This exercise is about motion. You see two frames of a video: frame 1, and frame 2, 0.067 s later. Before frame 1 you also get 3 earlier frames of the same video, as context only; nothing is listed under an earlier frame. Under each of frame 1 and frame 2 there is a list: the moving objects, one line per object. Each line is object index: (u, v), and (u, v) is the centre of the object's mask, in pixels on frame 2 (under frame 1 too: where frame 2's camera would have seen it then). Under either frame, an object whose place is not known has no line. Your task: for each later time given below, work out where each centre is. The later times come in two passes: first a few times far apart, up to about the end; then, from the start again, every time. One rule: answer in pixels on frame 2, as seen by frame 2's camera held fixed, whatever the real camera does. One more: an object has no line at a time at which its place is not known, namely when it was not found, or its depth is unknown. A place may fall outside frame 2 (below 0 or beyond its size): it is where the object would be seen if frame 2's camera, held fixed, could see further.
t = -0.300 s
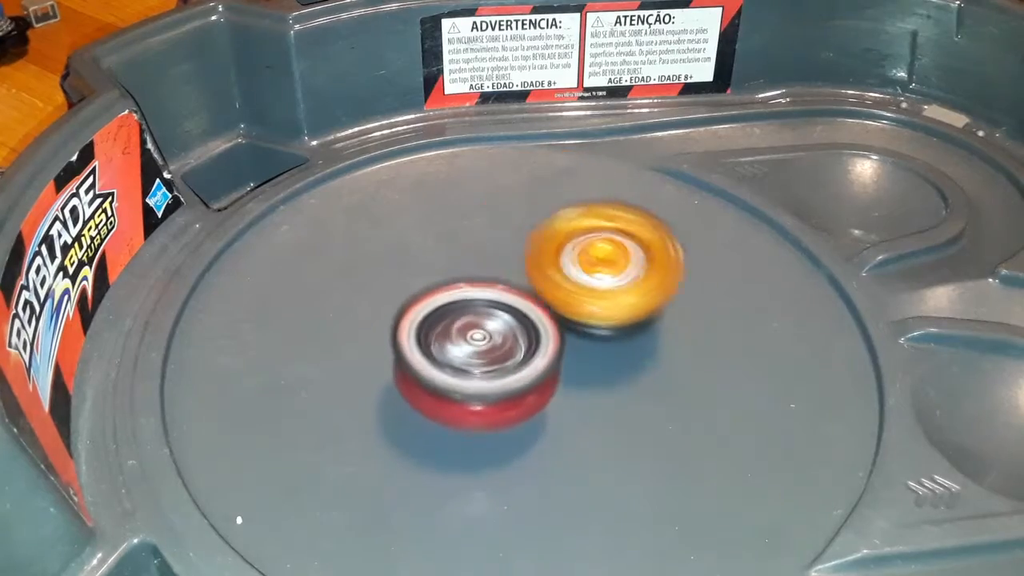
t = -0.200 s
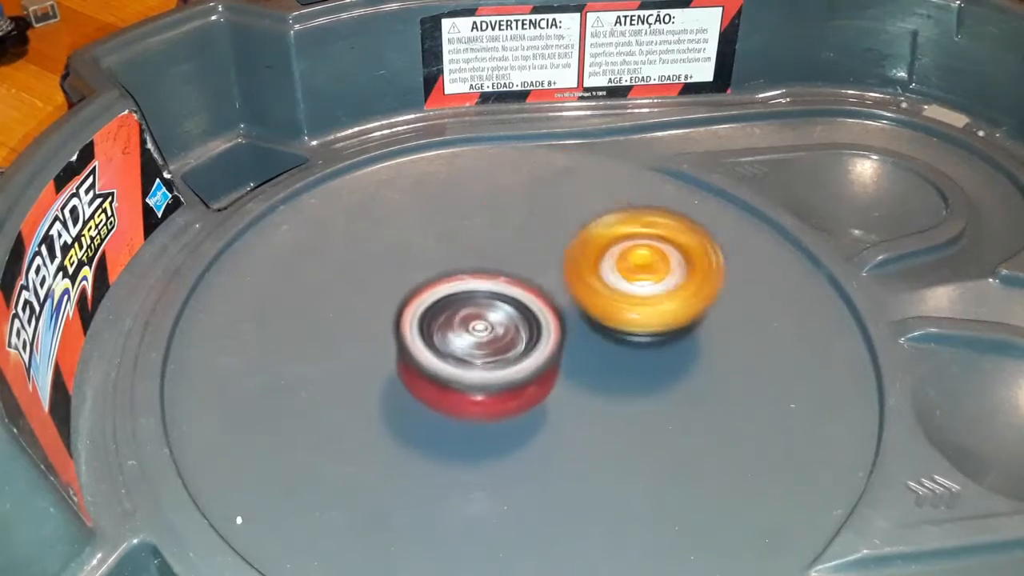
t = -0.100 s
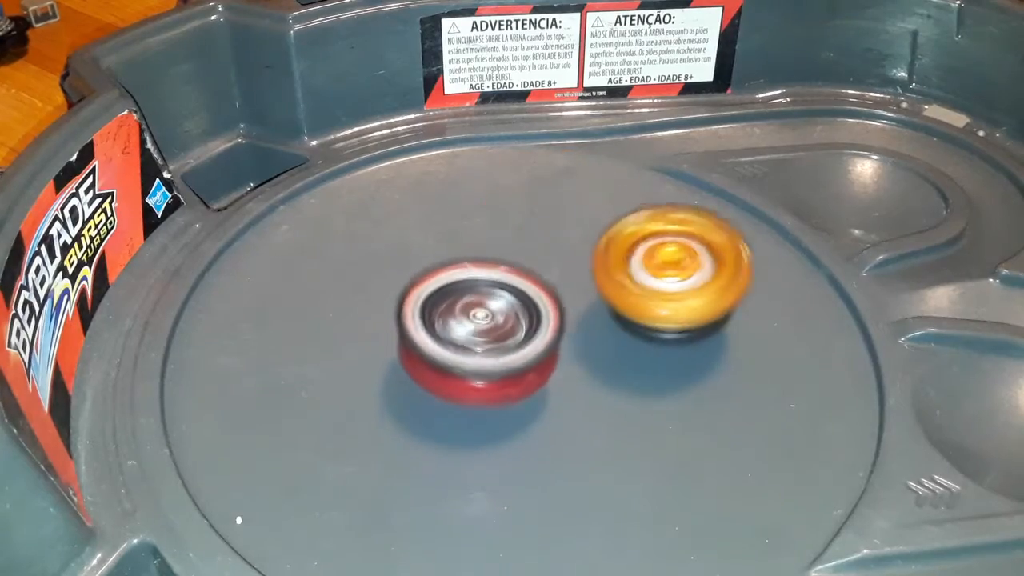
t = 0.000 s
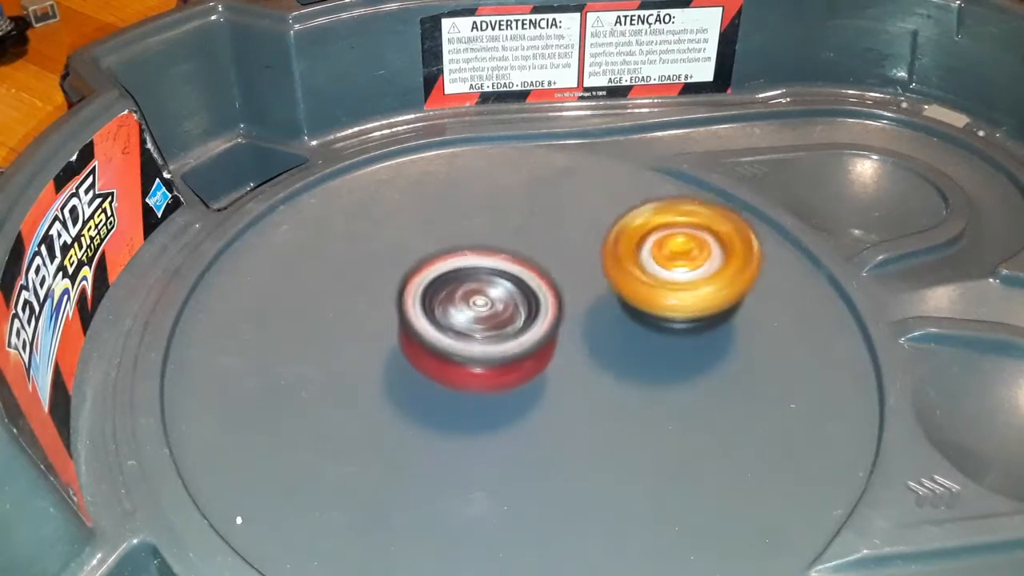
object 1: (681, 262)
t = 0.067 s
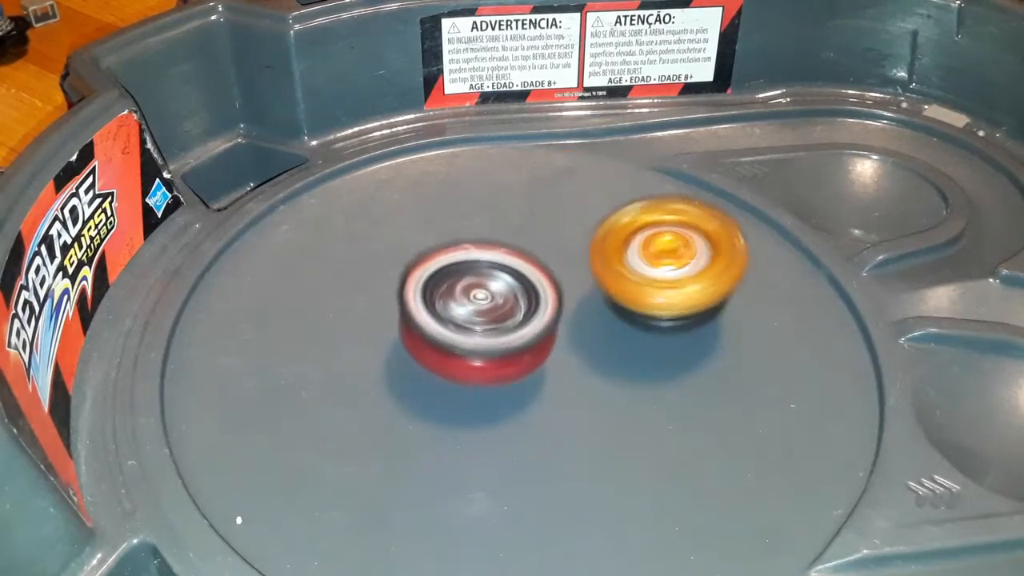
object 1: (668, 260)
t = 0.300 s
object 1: (729, 289)
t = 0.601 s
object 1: (698, 280)
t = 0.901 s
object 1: (588, 397)
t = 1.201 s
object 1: (617, 462)
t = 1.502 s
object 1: (495, 366)
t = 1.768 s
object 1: (345, 328)
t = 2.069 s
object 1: (380, 335)
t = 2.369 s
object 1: (422, 221)
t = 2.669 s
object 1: (365, 191)
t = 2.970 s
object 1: (510, 243)
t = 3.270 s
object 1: (665, 212)
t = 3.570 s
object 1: (669, 222)
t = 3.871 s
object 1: (626, 344)
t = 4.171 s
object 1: (636, 460)
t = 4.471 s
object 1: (582, 415)
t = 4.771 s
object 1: (410, 343)
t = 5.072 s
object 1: (313, 309)
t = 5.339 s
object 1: (403, 291)
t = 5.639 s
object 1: (512, 216)
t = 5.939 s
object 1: (556, 189)
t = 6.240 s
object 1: (610, 263)
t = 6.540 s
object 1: (684, 357)
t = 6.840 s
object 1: (675, 394)
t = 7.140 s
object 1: (522, 377)
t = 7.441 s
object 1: (388, 338)
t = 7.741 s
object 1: (385, 303)
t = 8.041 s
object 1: (482, 253)
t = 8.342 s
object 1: (575, 225)
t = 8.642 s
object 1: (621, 255)
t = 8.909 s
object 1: (647, 327)
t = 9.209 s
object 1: (632, 387)
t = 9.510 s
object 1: (526, 404)
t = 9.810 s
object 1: (427, 397)
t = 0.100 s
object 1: (658, 264)
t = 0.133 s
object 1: (646, 270)
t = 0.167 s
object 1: (647, 277)
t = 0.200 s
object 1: (674, 284)
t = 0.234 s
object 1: (695, 288)
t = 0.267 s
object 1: (712, 289)
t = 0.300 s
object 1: (729, 289)
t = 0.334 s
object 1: (742, 286)
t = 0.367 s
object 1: (753, 283)
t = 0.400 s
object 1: (760, 280)
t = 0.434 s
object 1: (761, 274)
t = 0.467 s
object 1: (756, 270)
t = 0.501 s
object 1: (746, 268)
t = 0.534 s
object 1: (732, 269)
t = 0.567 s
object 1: (714, 274)
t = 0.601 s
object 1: (698, 280)
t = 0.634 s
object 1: (681, 288)
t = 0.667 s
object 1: (666, 298)
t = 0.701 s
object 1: (651, 310)
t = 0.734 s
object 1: (638, 322)
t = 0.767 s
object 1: (626, 336)
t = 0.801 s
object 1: (614, 351)
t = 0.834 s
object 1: (604, 366)
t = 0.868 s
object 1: (595, 382)
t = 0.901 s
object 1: (588, 397)
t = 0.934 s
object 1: (584, 411)
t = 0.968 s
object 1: (582, 425)
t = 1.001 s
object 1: (582, 437)
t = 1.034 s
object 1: (585, 448)
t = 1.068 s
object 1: (589, 457)
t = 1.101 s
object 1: (596, 463)
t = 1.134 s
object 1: (604, 467)
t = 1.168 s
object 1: (612, 466)
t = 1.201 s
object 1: (617, 462)
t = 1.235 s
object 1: (617, 453)
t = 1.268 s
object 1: (612, 442)
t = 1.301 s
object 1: (602, 429)
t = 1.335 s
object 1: (589, 416)
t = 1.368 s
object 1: (574, 406)
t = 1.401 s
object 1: (557, 395)
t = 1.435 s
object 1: (537, 385)
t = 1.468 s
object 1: (517, 376)
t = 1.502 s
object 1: (495, 366)
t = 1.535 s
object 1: (474, 358)
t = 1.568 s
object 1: (453, 350)
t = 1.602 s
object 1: (432, 344)
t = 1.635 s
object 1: (412, 338)
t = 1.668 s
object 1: (393, 333)
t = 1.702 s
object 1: (376, 331)
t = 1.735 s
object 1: (360, 328)
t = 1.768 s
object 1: (345, 328)
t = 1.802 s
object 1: (333, 328)
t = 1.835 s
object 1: (323, 330)
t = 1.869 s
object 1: (316, 332)
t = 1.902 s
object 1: (316, 337)
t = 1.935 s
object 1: (321, 340)
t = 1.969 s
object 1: (331, 342)
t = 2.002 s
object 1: (346, 341)
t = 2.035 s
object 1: (362, 339)
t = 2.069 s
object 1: (380, 335)
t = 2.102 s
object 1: (396, 329)
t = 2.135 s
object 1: (412, 321)
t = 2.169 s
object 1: (426, 311)
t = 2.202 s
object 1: (439, 301)
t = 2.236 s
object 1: (450, 290)
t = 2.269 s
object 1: (445, 268)
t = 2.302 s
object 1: (437, 248)
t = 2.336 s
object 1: (430, 234)
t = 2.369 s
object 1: (422, 221)
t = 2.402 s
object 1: (414, 209)
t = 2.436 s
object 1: (404, 199)
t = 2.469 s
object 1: (395, 191)
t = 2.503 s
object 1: (386, 185)
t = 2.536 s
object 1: (378, 180)
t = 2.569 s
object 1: (371, 179)
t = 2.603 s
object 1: (366, 181)
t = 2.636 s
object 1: (363, 185)
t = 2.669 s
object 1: (365, 191)
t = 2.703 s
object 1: (370, 198)
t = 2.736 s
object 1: (379, 207)
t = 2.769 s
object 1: (392, 217)
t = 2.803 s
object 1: (407, 225)
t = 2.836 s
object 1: (424, 232)
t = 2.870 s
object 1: (445, 241)
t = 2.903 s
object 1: (465, 244)
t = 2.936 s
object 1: (487, 244)
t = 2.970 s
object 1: (510, 243)
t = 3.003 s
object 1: (531, 242)
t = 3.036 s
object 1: (551, 239)
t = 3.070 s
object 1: (571, 236)
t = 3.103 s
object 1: (591, 232)
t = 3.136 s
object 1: (607, 228)
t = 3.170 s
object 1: (625, 225)
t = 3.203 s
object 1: (639, 221)
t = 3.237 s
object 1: (653, 216)
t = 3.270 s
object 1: (665, 212)
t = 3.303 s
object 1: (675, 208)
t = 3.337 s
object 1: (683, 204)
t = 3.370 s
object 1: (688, 202)
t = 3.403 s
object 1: (689, 200)
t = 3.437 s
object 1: (688, 200)
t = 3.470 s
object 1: (684, 202)
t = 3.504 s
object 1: (680, 206)
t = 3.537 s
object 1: (674, 214)
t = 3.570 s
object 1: (669, 222)
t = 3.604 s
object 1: (661, 232)
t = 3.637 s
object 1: (656, 243)
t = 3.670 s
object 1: (649, 256)
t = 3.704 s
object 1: (644, 269)
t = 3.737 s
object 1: (639, 283)
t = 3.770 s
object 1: (635, 298)
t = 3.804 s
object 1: (631, 314)
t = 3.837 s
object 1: (629, 329)
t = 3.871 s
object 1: (626, 344)
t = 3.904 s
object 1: (625, 361)
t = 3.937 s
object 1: (623, 375)
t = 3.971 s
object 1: (623, 391)
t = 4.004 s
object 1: (623, 404)
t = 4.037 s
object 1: (625, 418)
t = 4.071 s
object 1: (628, 432)
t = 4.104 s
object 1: (630, 443)
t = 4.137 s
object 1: (633, 453)
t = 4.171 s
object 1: (636, 460)
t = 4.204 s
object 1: (640, 464)
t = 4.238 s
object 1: (641, 465)
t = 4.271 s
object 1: (641, 463)
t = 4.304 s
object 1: (637, 459)
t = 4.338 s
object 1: (631, 453)
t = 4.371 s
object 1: (623, 445)
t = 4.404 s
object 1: (610, 435)
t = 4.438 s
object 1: (597, 425)
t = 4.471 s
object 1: (582, 415)
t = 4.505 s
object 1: (566, 405)
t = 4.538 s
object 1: (549, 396)
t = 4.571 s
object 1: (531, 386)
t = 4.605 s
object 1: (512, 377)
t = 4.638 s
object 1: (488, 370)
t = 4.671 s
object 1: (467, 363)
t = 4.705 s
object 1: (447, 356)
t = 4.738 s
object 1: (428, 350)
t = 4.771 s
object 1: (410, 343)
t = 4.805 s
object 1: (393, 338)
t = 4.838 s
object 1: (377, 332)
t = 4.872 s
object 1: (362, 327)
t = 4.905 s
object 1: (349, 322)
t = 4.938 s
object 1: (337, 318)
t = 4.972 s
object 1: (326, 315)
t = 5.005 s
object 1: (318, 312)
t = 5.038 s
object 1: (313, 310)
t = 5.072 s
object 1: (313, 309)
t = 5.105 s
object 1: (315, 309)
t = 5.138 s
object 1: (322, 308)
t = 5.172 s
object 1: (332, 307)
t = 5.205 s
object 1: (344, 305)
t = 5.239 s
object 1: (358, 303)
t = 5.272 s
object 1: (372, 299)
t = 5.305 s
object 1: (387, 295)
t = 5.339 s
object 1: (403, 291)
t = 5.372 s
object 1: (420, 285)
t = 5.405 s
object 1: (435, 279)
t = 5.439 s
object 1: (450, 274)
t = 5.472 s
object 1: (464, 265)
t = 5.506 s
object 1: (475, 253)
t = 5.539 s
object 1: (485, 243)
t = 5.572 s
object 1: (495, 234)
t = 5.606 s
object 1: (504, 225)
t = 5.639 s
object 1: (512, 216)
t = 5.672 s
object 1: (519, 209)
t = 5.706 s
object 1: (526, 202)
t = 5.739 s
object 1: (531, 197)
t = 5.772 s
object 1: (536, 191)
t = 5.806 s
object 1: (541, 187)
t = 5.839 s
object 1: (546, 185)
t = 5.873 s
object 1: (550, 184)
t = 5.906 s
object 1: (553, 186)
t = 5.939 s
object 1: (556, 189)
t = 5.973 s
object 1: (559, 193)
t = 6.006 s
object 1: (564, 199)
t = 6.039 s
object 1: (569, 206)
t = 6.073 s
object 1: (575, 214)
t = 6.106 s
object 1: (582, 223)
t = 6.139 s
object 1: (589, 233)
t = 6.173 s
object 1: (596, 243)
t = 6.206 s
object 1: (603, 253)
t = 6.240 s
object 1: (610, 263)
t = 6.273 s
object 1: (619, 275)
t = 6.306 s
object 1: (628, 285)
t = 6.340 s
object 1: (636, 296)
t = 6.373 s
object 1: (645, 308)
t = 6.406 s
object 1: (654, 318)
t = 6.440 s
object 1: (662, 329)
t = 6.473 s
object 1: (670, 339)
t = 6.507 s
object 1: (677, 348)
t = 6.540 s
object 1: (684, 357)
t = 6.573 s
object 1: (691, 366)
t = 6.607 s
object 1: (696, 374)
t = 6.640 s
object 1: (700, 380)
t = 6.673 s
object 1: (702, 386)
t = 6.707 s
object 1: (701, 390)
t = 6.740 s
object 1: (698, 393)
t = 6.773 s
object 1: (693, 393)
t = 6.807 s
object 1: (686, 394)
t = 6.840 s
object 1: (675, 394)
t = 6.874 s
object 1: (662, 393)
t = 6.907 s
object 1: (647, 392)
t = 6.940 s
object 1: (631, 391)
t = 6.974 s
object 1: (614, 390)
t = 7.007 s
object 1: (596, 388)
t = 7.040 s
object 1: (578, 385)
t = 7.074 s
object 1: (559, 383)
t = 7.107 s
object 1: (541, 381)
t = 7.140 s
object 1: (522, 377)
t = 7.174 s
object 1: (503, 374)
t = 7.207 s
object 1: (486, 370)
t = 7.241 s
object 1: (468, 365)
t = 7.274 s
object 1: (453, 361)
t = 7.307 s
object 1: (438, 356)
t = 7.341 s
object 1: (425, 352)
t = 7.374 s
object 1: (412, 347)
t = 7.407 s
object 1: (399, 343)
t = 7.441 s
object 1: (388, 338)
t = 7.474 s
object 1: (380, 333)
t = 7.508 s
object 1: (373, 328)
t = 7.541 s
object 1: (369, 325)
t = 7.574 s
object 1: (366, 321)
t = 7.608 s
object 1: (366, 318)
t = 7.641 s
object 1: (368, 314)
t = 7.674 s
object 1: (372, 311)
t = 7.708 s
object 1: (378, 307)
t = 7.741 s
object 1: (385, 303)
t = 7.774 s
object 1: (394, 298)
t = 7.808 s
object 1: (404, 292)
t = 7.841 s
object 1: (414, 287)
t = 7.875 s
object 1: (425, 282)
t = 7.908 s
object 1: (436, 276)
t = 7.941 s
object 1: (448, 270)
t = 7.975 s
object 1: (458, 264)
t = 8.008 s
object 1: (470, 258)
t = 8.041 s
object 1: (482, 253)
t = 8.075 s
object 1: (494, 248)
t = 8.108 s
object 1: (506, 244)
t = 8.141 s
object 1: (517, 241)
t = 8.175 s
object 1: (528, 238)
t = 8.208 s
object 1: (538, 235)
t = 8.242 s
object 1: (548, 232)
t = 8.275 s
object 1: (557, 229)
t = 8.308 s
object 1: (566, 227)
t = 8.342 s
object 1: (575, 225)
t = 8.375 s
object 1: (583, 225)
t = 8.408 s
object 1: (590, 226)
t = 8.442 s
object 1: (596, 227)
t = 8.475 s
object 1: (601, 229)
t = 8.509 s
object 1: (606, 232)
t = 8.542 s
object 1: (610, 236)
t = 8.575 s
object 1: (614, 242)
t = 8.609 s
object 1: (617, 248)
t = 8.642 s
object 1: (621, 255)
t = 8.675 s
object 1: (624, 263)
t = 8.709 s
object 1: (627, 272)
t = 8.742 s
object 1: (630, 281)
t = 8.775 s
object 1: (632, 290)
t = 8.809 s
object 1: (636, 299)
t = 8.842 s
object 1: (641, 309)
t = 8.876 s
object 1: (644, 318)
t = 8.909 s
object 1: (647, 327)
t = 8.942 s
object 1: (650, 335)
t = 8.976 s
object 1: (652, 343)
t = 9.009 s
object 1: (652, 350)
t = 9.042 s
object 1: (652, 359)
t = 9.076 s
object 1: (651, 366)
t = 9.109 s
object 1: (648, 372)
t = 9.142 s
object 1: (644, 378)
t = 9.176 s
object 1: (639, 383)
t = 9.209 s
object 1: (632, 387)
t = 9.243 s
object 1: (624, 391)
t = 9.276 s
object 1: (616, 392)
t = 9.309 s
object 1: (606, 394)
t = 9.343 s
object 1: (595, 394)
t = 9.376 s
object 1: (583, 395)
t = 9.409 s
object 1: (570, 394)
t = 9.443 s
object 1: (555, 394)
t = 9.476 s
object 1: (541, 399)
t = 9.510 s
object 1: (526, 404)
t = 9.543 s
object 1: (512, 407)
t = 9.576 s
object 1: (500, 409)
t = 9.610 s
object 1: (486, 410)
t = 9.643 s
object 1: (474, 411)
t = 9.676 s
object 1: (461, 411)
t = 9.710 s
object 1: (451, 409)
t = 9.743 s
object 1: (441, 406)
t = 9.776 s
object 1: (433, 401)
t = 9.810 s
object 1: (427, 397)
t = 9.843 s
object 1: (421, 391)
